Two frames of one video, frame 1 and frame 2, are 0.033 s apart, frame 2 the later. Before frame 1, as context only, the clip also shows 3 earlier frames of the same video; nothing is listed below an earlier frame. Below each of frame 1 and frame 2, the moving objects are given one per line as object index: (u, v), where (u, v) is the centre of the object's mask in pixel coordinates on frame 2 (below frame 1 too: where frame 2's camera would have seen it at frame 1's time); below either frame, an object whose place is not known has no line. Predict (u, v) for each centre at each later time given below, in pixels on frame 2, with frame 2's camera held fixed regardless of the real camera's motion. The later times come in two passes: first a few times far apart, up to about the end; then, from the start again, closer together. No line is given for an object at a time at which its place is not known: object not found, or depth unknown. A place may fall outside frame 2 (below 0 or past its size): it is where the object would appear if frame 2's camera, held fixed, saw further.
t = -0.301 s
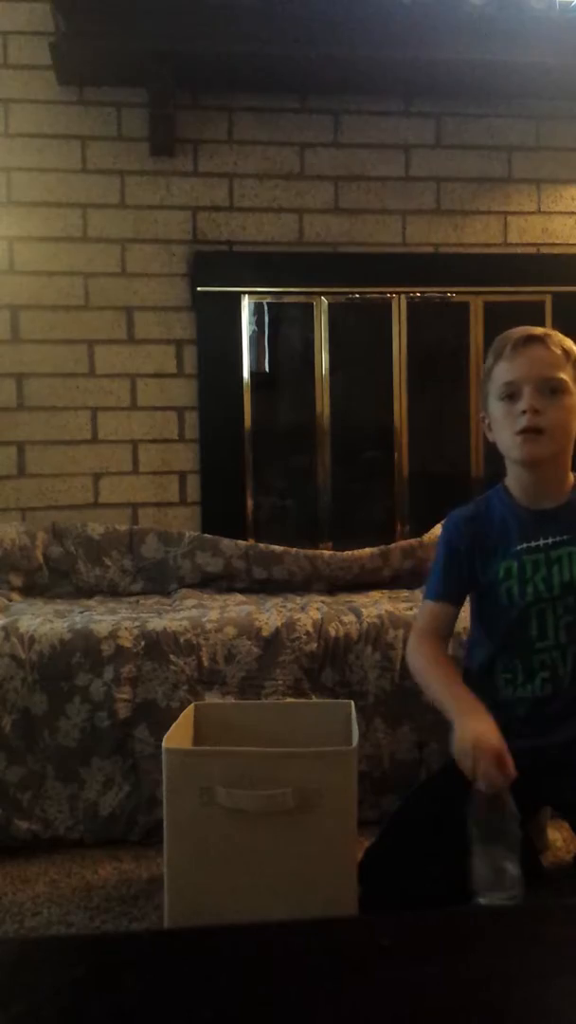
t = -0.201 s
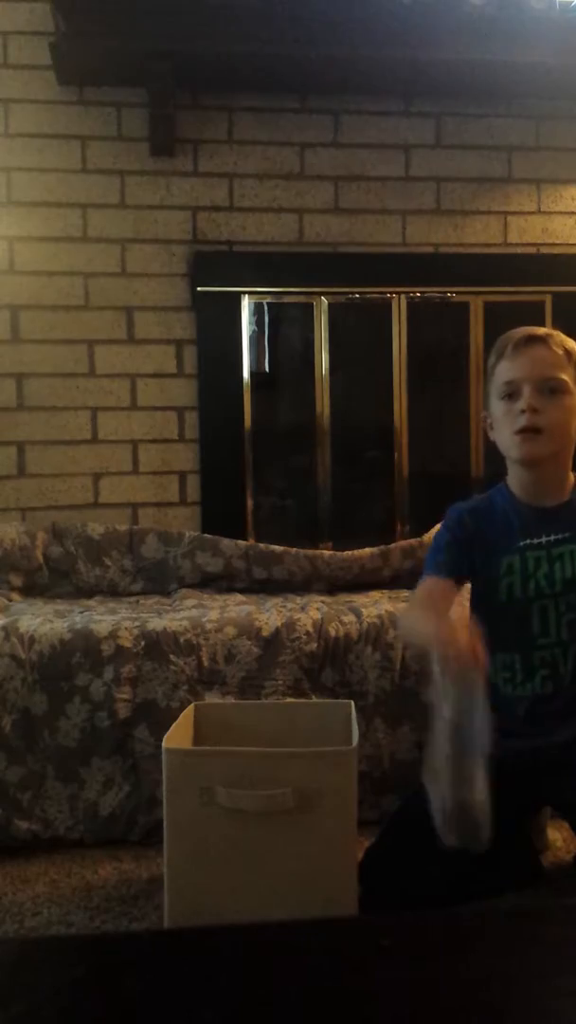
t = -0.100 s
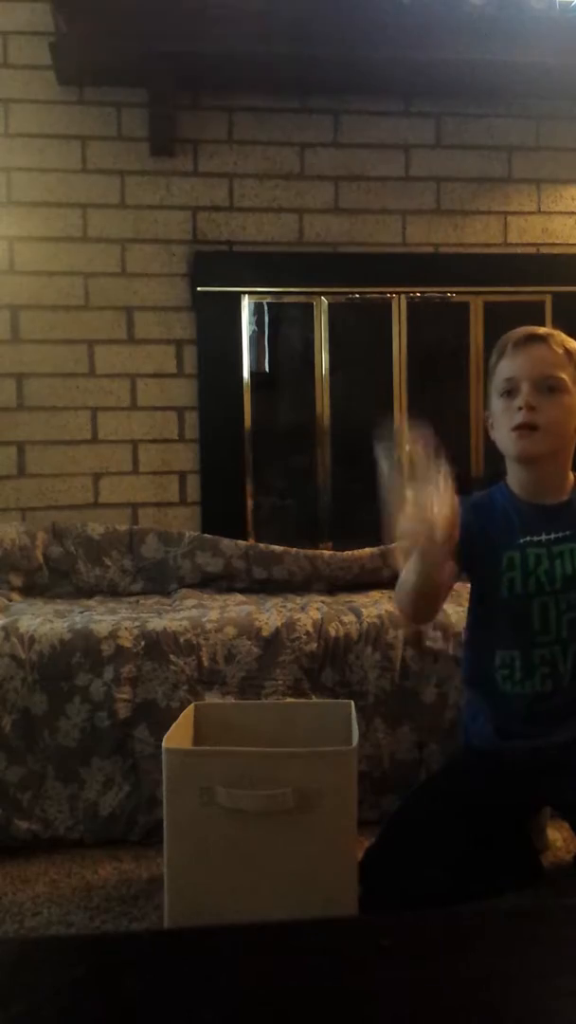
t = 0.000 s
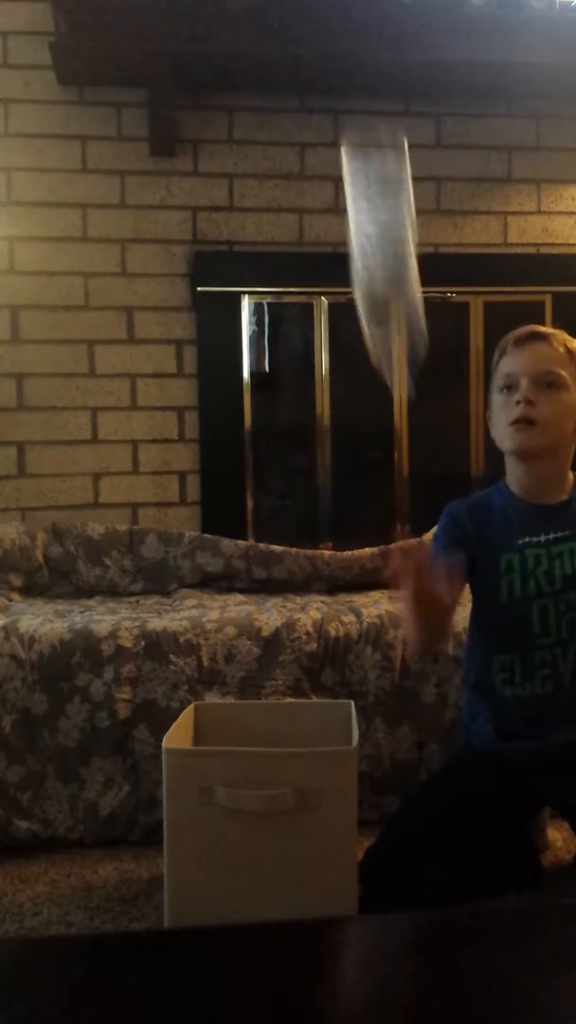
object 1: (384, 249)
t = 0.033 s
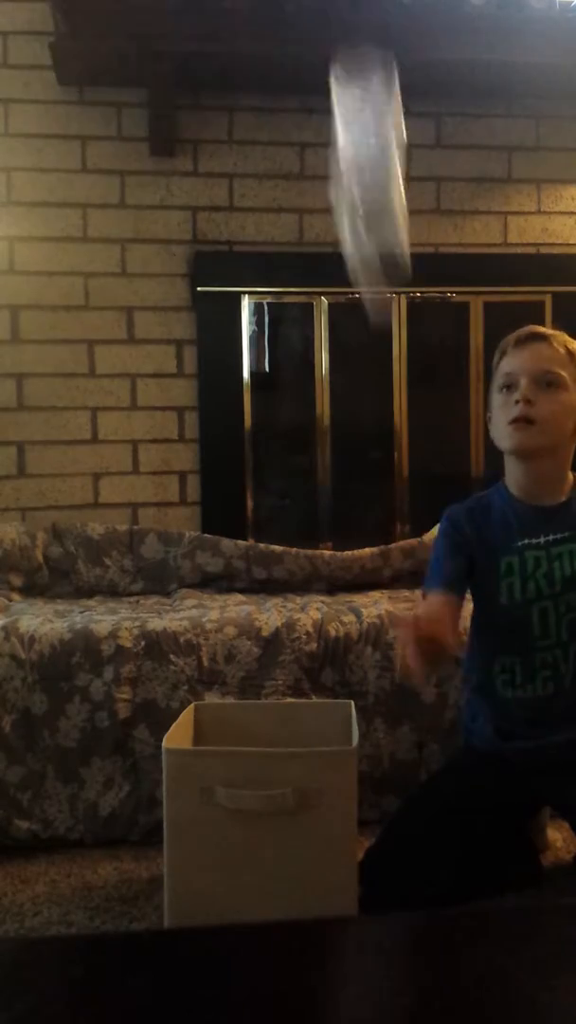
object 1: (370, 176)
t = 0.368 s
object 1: (259, 24)
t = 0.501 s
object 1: (194, 226)
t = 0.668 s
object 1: (156, 841)
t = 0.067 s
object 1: (355, 109)
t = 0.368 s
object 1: (259, 24)
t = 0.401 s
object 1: (239, 47)
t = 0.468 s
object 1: (205, 140)
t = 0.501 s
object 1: (194, 226)
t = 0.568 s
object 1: (182, 445)
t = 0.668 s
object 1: (156, 841)
